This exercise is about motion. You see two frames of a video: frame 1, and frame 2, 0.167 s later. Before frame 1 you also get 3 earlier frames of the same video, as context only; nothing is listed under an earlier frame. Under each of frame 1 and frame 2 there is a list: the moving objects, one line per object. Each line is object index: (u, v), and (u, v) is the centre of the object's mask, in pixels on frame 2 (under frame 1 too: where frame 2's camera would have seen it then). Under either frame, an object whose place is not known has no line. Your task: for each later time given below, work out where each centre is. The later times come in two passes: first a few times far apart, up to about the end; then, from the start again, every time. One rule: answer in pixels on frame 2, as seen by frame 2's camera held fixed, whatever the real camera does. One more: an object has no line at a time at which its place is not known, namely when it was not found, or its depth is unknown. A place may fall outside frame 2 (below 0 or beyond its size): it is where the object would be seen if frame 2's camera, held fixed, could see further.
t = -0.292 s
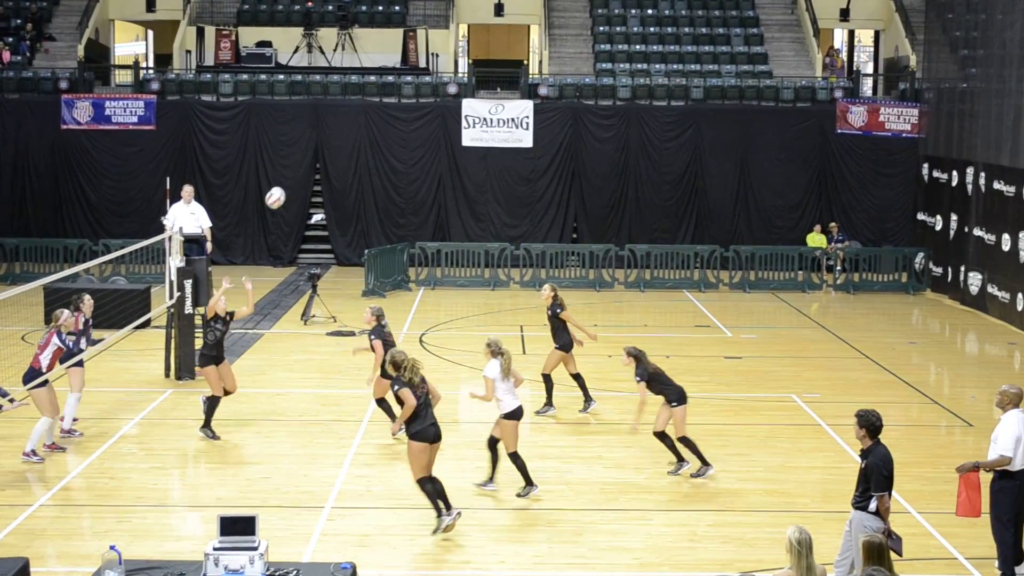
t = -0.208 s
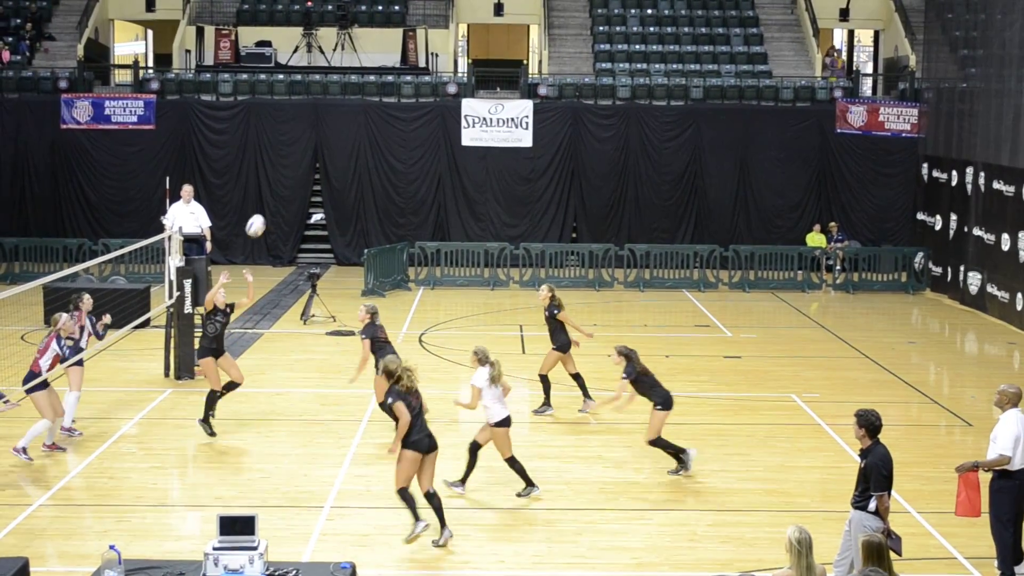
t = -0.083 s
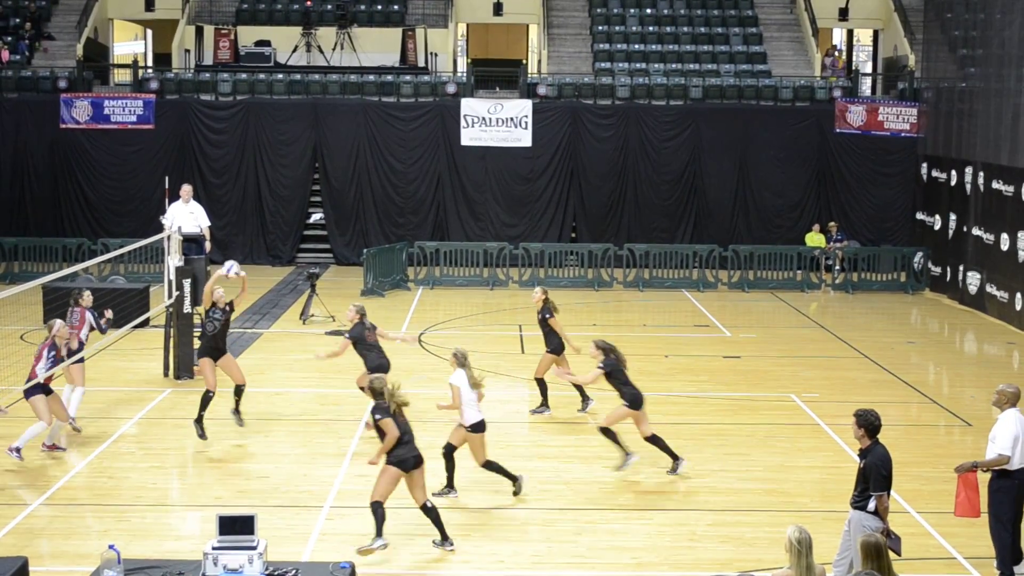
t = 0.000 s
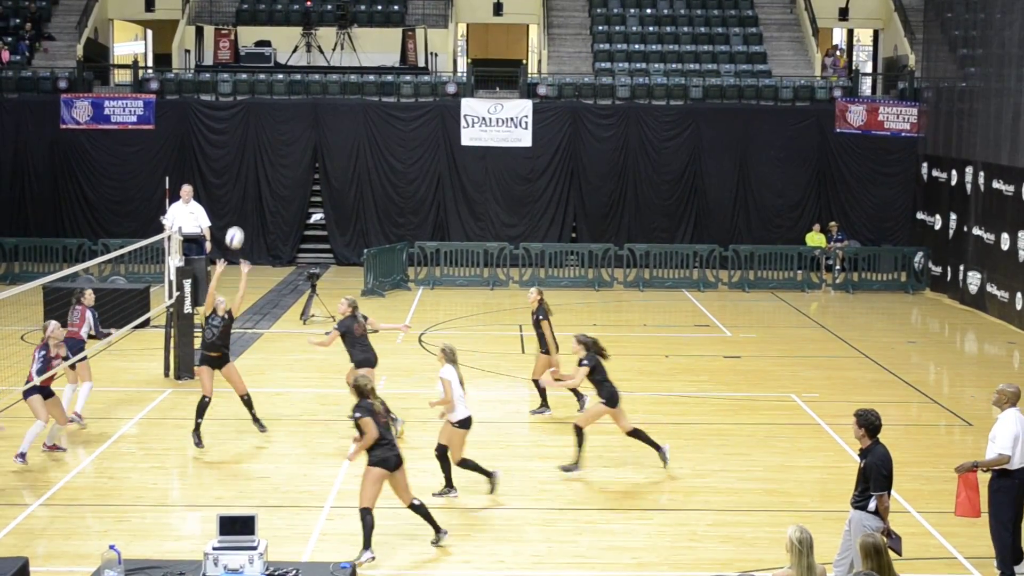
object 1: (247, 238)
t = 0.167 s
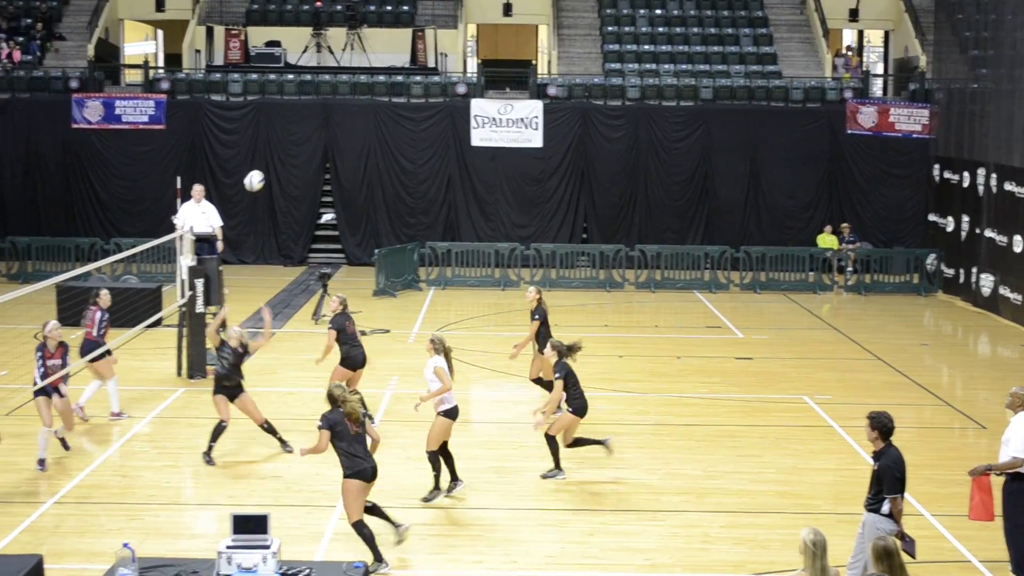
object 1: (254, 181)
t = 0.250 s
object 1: (259, 161)
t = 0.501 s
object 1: (276, 135)
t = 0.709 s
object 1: (289, 155)
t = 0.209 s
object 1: (256, 170)
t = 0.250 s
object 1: (259, 161)
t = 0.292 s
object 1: (261, 153)
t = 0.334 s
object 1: (264, 147)
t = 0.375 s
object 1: (268, 141)
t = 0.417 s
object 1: (271, 138)
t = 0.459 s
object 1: (274, 136)
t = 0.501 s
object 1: (276, 135)
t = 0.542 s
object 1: (279, 136)
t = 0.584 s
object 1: (281, 139)
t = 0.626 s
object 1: (284, 142)
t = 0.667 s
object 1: (286, 148)
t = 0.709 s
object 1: (289, 155)
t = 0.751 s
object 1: (292, 163)
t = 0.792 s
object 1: (294, 173)
